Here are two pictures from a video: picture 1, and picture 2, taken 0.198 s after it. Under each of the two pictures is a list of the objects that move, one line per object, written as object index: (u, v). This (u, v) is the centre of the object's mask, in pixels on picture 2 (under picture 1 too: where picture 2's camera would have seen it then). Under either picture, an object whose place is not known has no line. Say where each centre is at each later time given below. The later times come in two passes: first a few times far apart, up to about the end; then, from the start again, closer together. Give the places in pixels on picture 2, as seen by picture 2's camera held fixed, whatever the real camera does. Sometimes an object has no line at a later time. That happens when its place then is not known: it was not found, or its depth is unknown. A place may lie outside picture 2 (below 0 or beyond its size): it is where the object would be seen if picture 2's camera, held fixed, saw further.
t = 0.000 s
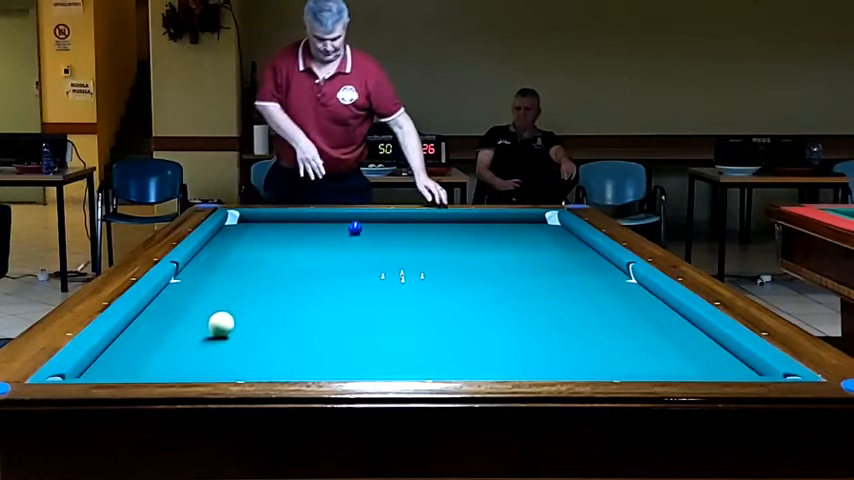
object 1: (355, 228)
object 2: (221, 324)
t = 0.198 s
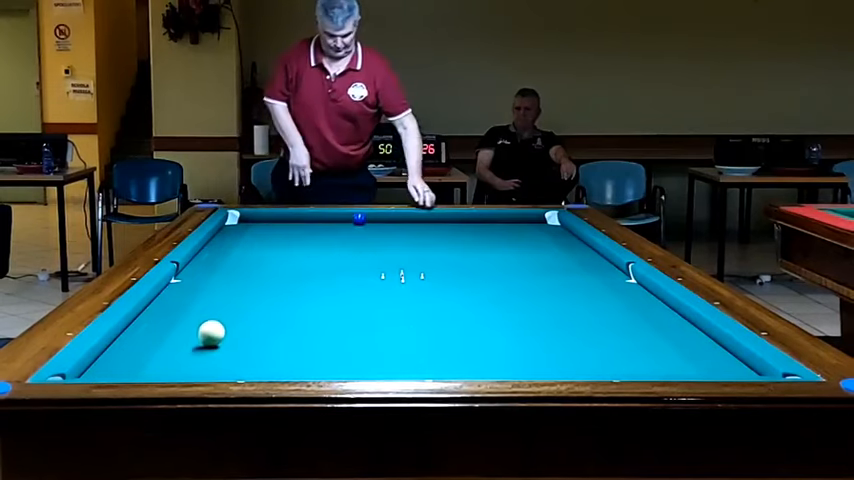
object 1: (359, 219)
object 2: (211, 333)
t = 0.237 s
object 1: (359, 220)
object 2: (209, 334)
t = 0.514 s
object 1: (359, 233)
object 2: (194, 348)
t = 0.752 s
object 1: (361, 244)
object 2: (180, 360)
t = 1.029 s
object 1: (363, 257)
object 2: (163, 370)
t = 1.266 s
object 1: (365, 270)
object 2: (154, 372)
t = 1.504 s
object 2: (157, 367)
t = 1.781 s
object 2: (159, 363)
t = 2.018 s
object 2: (160, 357)
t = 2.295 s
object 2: (162, 349)
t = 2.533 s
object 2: (164, 343)
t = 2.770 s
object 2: (165, 338)
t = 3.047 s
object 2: (167, 332)
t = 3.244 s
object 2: (168, 328)
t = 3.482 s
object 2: (169, 324)
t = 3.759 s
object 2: (170, 320)
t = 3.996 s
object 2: (171, 316)
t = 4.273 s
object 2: (172, 312)
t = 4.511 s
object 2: (173, 309)
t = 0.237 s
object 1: (359, 220)
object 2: (209, 334)
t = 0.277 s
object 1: (359, 222)
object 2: (207, 336)
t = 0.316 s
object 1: (359, 223)
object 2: (205, 339)
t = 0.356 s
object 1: (359, 226)
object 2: (203, 340)
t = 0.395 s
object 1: (359, 228)
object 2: (200, 342)
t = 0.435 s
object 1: (359, 230)
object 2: (198, 345)
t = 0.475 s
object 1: (359, 232)
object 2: (196, 346)
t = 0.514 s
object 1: (359, 233)
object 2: (194, 348)
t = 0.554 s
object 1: (360, 235)
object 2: (192, 350)
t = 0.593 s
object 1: (360, 237)
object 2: (189, 352)
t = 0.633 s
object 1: (360, 239)
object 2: (187, 354)
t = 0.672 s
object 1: (360, 240)
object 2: (185, 356)
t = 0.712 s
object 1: (360, 242)
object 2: (182, 358)
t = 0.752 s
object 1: (361, 244)
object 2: (180, 360)
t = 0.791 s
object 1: (361, 245)
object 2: (177, 362)
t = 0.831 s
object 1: (361, 247)
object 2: (175, 363)
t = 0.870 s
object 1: (361, 249)
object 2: (173, 365)
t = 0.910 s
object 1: (362, 251)
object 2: (171, 366)
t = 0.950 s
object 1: (362, 253)
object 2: (168, 367)
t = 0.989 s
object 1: (362, 255)
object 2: (166, 368)
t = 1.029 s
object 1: (363, 257)
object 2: (163, 370)
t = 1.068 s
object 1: (363, 259)
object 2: (160, 371)
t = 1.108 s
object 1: (363, 261)
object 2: (158, 372)
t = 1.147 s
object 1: (364, 264)
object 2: (156, 373)
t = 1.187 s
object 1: (364, 266)
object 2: (154, 373)
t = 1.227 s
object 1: (364, 268)
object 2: (154, 373)
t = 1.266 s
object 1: (365, 270)
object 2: (154, 372)
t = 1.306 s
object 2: (155, 371)
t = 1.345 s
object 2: (155, 371)
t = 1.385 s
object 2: (156, 370)
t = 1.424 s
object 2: (156, 369)
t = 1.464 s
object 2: (156, 368)
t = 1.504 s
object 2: (157, 367)
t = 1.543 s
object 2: (157, 367)
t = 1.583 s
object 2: (157, 366)
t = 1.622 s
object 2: (157, 366)
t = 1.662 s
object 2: (158, 365)
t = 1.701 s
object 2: (158, 364)
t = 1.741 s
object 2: (158, 364)
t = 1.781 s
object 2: (159, 363)
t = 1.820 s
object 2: (159, 362)
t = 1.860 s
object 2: (159, 361)
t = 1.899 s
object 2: (159, 360)
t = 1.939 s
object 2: (160, 359)
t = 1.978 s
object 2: (160, 358)
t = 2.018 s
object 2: (160, 357)
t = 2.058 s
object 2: (160, 356)
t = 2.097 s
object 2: (161, 355)
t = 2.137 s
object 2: (161, 354)
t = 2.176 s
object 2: (161, 353)
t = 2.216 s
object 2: (161, 351)
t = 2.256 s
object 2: (161, 350)
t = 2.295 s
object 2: (162, 349)
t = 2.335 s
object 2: (162, 348)
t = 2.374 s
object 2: (163, 347)
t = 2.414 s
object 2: (163, 346)
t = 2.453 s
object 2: (163, 345)
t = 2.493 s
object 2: (163, 344)
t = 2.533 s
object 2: (164, 343)
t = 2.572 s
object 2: (164, 342)
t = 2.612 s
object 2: (164, 341)
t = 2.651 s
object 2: (165, 341)
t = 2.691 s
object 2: (165, 340)
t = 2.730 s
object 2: (165, 339)
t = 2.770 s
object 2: (165, 338)
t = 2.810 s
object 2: (166, 337)
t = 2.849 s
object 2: (166, 336)
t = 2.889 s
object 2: (166, 335)
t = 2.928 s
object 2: (166, 335)
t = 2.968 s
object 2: (167, 334)
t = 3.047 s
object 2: (167, 332)
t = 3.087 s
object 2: (167, 331)
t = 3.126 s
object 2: (167, 331)
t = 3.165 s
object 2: (168, 330)
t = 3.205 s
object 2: (168, 329)
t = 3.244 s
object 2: (168, 328)
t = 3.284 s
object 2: (168, 328)
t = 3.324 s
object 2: (169, 327)
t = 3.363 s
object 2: (169, 326)
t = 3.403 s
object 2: (169, 325)
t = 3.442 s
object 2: (169, 325)
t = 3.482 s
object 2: (169, 324)
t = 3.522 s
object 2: (170, 323)
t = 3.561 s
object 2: (170, 323)
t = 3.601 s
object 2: (170, 322)
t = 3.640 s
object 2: (170, 322)
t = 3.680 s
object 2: (170, 321)
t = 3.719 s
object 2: (170, 320)
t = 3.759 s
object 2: (170, 320)
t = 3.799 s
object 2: (170, 319)
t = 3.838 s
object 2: (171, 318)
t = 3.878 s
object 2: (171, 318)
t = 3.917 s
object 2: (171, 317)
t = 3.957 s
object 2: (171, 317)
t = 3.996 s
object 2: (171, 316)
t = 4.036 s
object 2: (171, 316)
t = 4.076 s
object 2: (171, 315)
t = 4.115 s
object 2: (171, 314)
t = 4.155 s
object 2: (171, 314)
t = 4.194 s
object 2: (172, 313)
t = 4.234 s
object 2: (172, 313)
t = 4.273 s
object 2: (172, 312)
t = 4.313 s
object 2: (172, 312)
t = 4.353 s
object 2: (172, 311)
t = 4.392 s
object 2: (172, 311)
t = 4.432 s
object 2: (173, 310)
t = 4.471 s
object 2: (173, 310)
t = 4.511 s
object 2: (173, 309)
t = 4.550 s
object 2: (173, 309)
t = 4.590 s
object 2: (173, 308)
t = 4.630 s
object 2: (173, 308)
